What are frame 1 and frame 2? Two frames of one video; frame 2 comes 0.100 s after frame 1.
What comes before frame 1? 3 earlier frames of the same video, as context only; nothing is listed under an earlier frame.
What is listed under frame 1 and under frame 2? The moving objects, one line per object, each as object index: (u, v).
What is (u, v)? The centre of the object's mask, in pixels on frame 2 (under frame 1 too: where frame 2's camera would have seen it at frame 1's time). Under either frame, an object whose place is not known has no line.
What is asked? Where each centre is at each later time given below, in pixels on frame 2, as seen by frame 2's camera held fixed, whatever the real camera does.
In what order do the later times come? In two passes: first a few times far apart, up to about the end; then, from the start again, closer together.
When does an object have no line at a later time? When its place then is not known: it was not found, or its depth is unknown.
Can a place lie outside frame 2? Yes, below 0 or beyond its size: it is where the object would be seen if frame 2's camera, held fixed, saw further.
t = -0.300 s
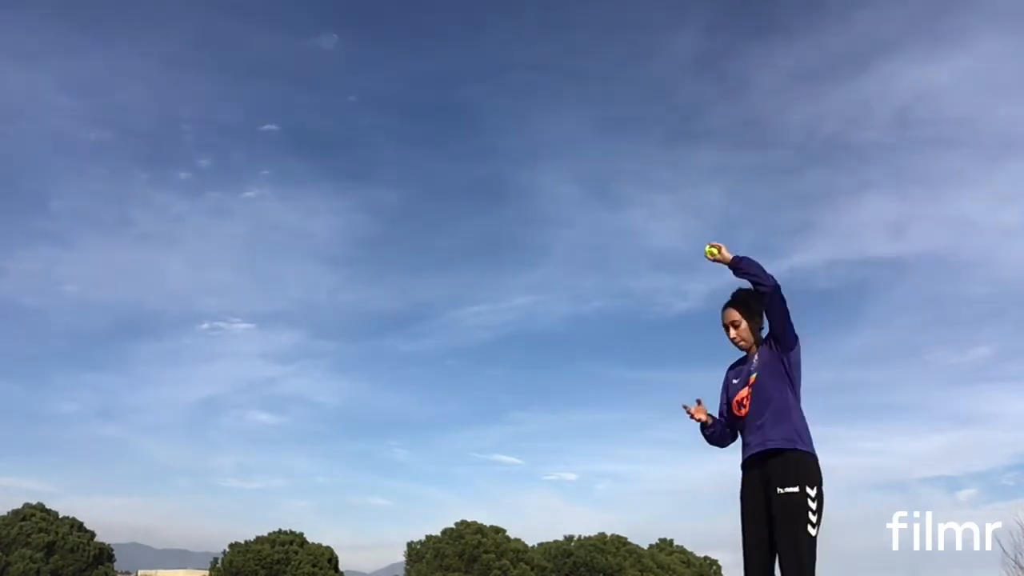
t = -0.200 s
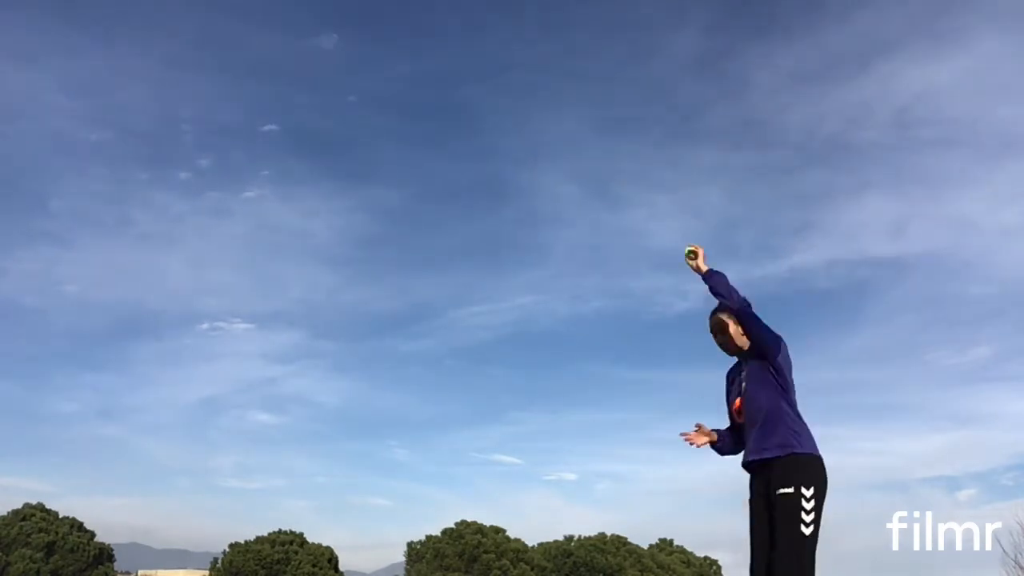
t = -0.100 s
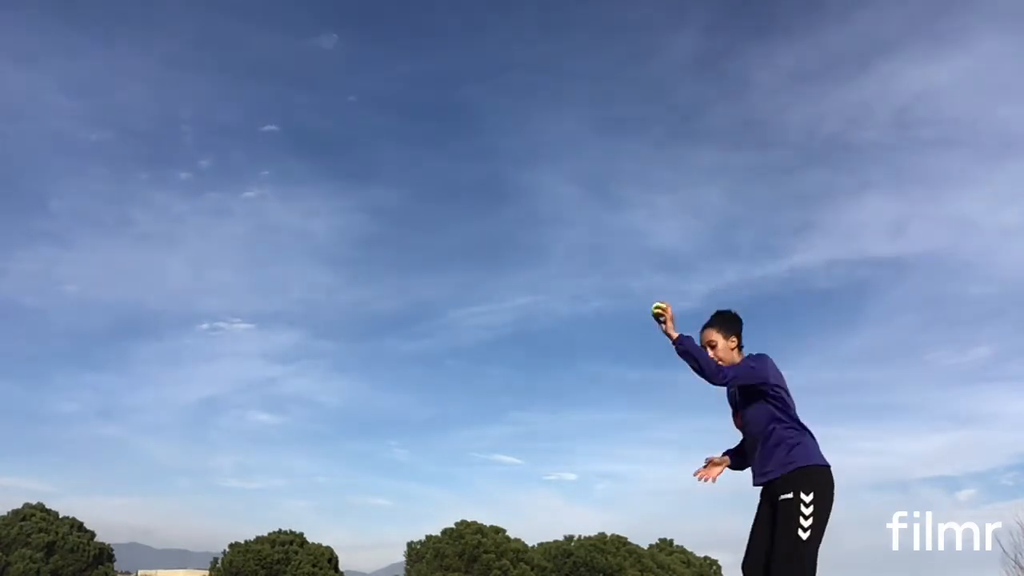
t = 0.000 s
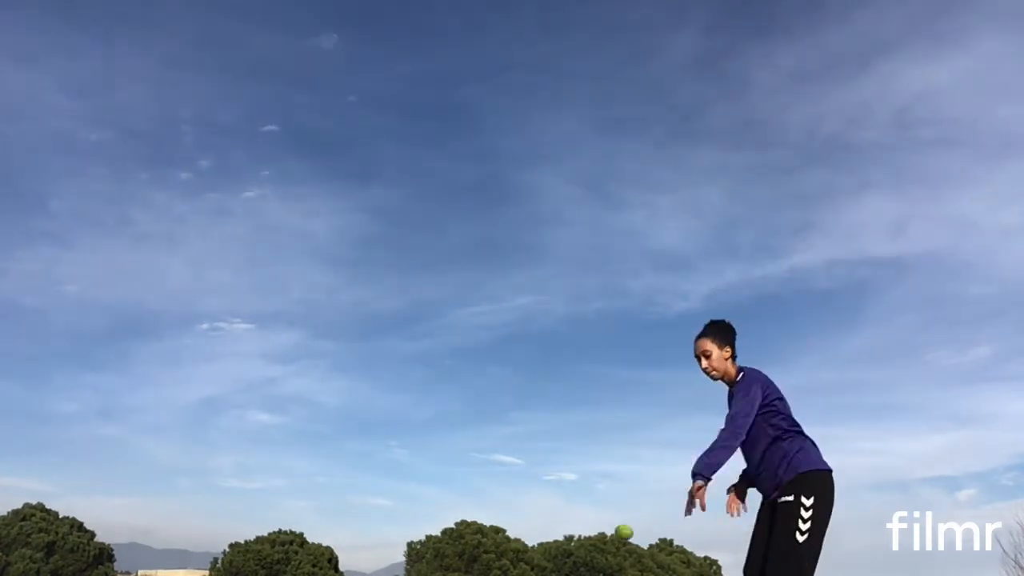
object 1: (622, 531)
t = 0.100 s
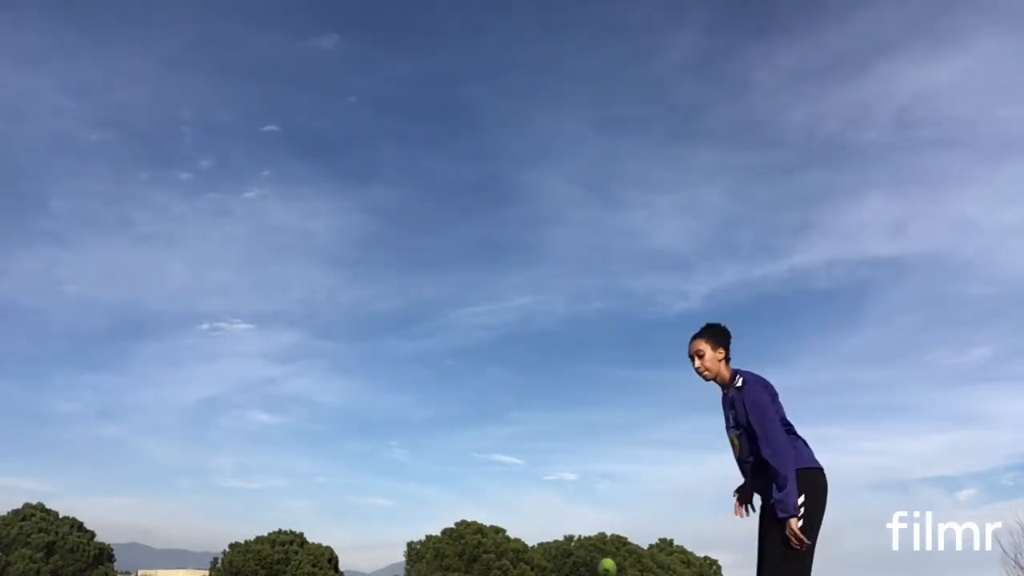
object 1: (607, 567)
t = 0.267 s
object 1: (596, 252)
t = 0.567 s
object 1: (581, 13)
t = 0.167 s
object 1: (602, 415)
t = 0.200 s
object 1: (600, 354)
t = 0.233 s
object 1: (598, 299)
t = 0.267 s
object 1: (596, 252)
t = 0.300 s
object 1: (594, 211)
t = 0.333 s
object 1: (592, 174)
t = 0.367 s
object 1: (591, 142)
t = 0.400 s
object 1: (589, 113)
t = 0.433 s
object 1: (587, 88)
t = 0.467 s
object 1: (586, 64)
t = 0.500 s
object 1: (584, 44)
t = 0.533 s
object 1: (583, 27)
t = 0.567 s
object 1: (581, 13)
